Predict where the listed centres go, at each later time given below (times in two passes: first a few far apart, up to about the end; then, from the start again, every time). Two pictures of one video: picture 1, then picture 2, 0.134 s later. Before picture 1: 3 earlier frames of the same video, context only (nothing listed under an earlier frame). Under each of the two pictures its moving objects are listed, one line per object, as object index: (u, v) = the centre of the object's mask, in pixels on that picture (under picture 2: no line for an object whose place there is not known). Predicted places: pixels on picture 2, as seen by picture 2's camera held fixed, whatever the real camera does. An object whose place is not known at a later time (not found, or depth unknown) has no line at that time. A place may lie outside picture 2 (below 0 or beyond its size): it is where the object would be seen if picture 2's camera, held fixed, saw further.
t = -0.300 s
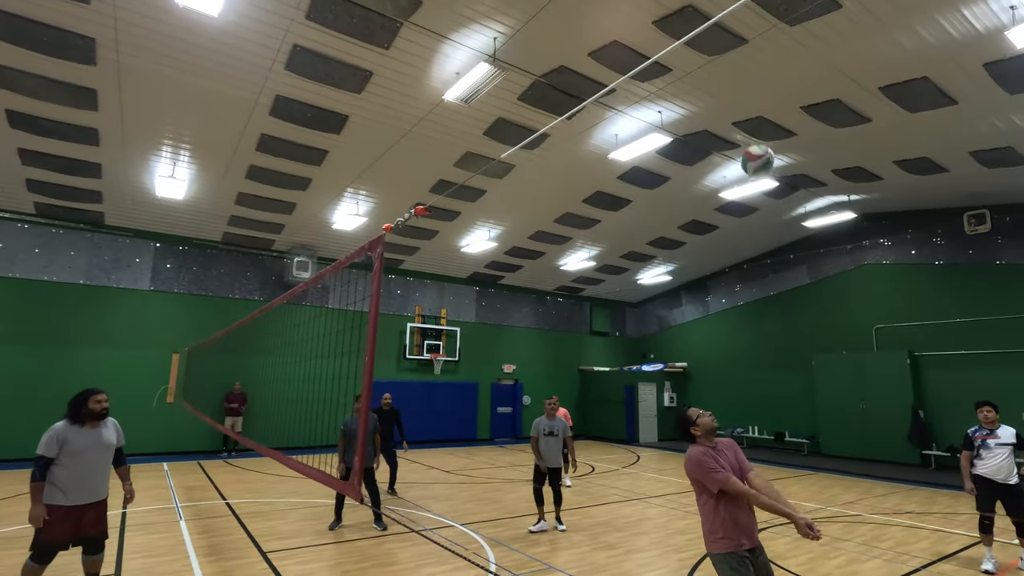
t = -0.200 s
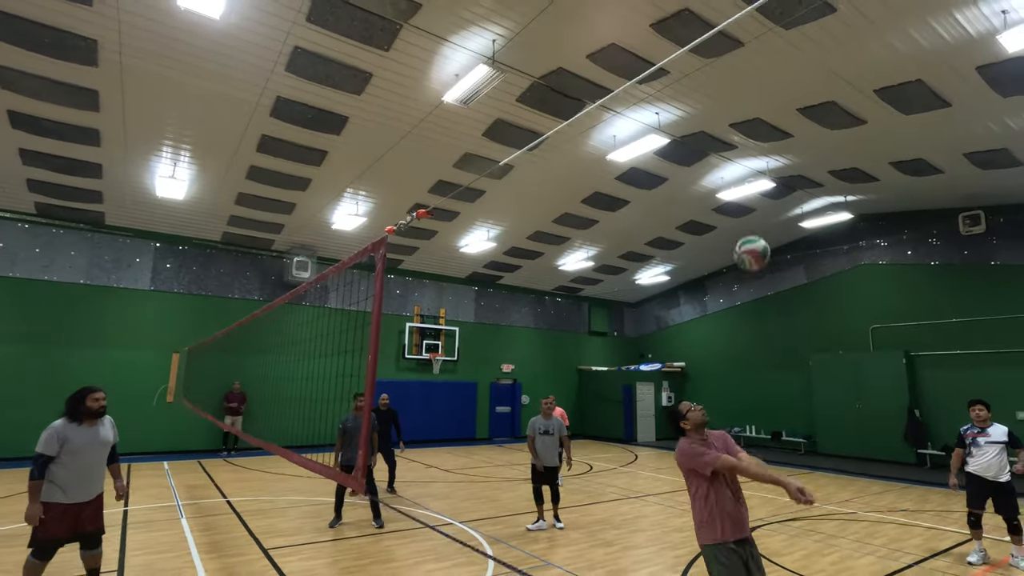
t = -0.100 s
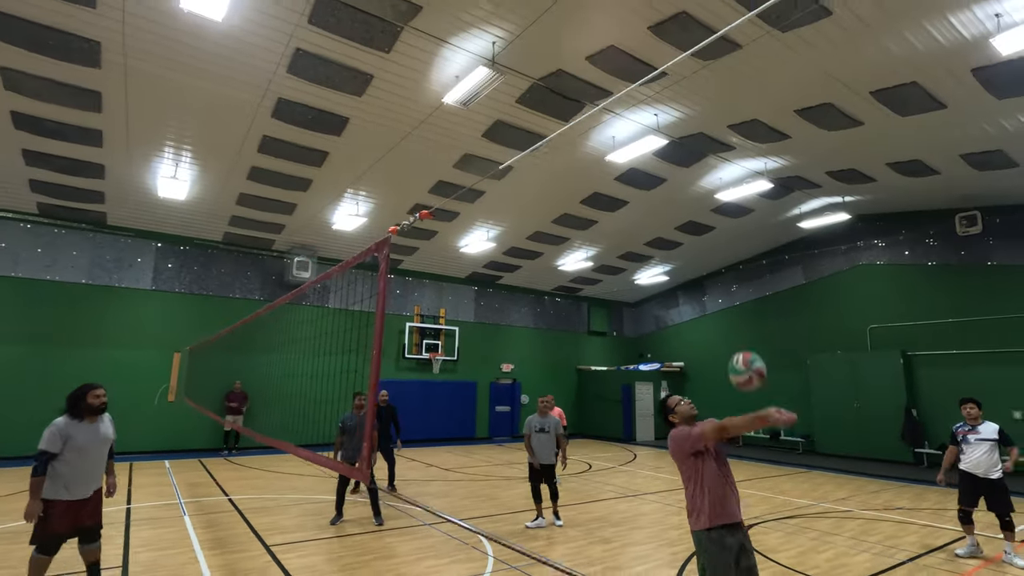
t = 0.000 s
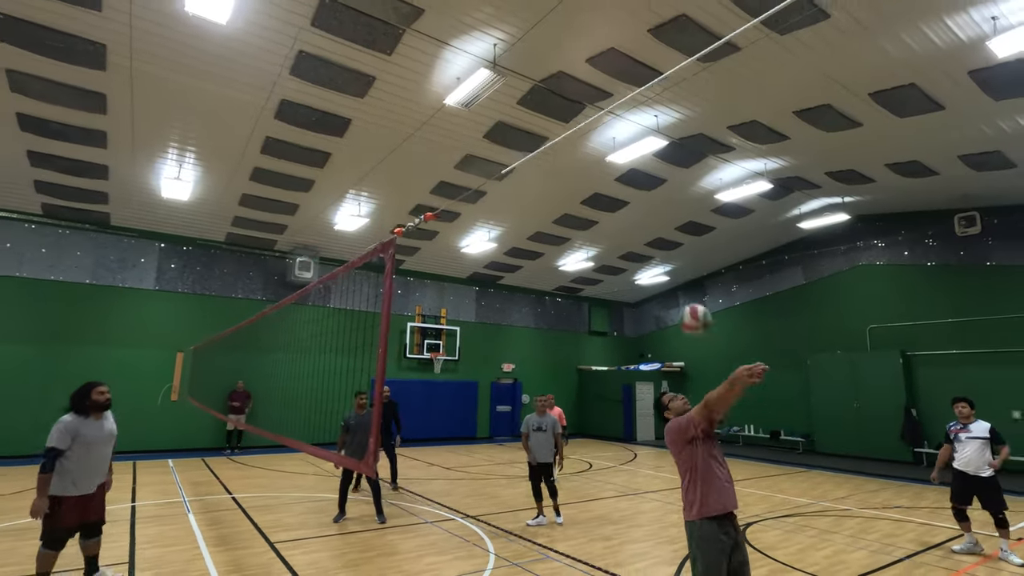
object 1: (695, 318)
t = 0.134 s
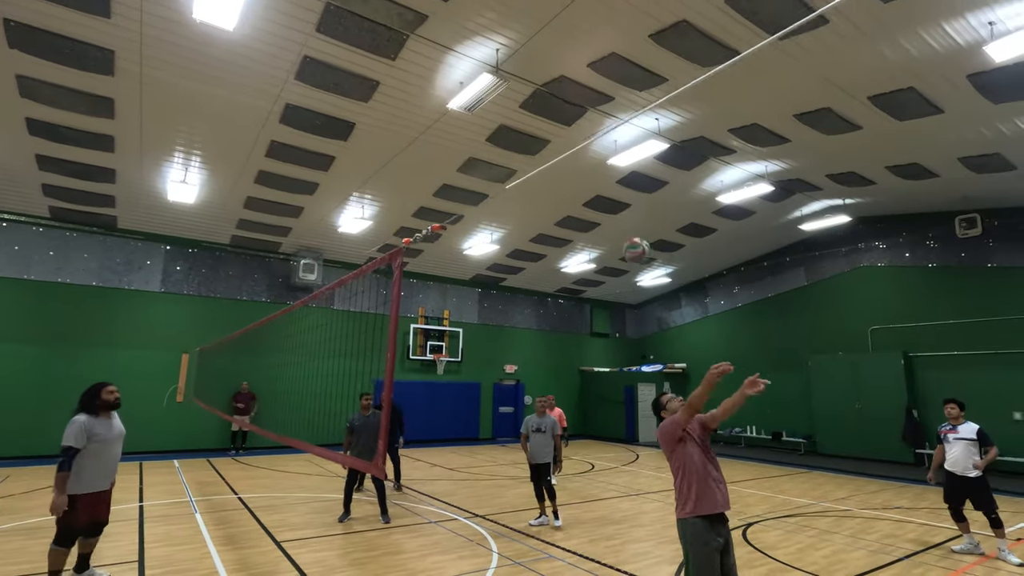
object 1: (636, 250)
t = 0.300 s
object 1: (584, 213)
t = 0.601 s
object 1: (525, 228)
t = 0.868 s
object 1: (487, 289)
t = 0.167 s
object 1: (624, 239)
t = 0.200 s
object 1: (613, 231)
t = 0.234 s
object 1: (603, 224)
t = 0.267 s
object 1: (594, 218)
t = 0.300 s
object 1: (584, 213)
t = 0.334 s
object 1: (577, 211)
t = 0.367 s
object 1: (568, 210)
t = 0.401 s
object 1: (561, 209)
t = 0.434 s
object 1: (554, 211)
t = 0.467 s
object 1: (548, 212)
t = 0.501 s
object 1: (542, 215)
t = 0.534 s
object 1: (535, 219)
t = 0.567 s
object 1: (530, 224)
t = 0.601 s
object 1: (525, 228)
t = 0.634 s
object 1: (519, 233)
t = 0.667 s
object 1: (514, 239)
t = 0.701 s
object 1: (510, 247)
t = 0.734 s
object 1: (506, 252)
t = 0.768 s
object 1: (500, 262)
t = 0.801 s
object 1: (496, 271)
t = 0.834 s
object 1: (491, 280)
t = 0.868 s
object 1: (487, 289)
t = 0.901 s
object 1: (484, 300)
